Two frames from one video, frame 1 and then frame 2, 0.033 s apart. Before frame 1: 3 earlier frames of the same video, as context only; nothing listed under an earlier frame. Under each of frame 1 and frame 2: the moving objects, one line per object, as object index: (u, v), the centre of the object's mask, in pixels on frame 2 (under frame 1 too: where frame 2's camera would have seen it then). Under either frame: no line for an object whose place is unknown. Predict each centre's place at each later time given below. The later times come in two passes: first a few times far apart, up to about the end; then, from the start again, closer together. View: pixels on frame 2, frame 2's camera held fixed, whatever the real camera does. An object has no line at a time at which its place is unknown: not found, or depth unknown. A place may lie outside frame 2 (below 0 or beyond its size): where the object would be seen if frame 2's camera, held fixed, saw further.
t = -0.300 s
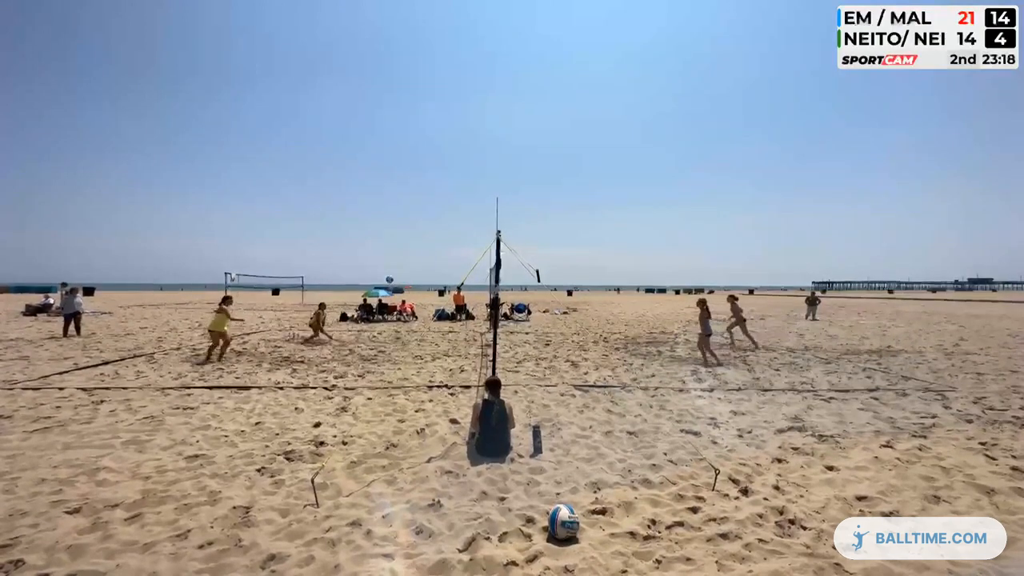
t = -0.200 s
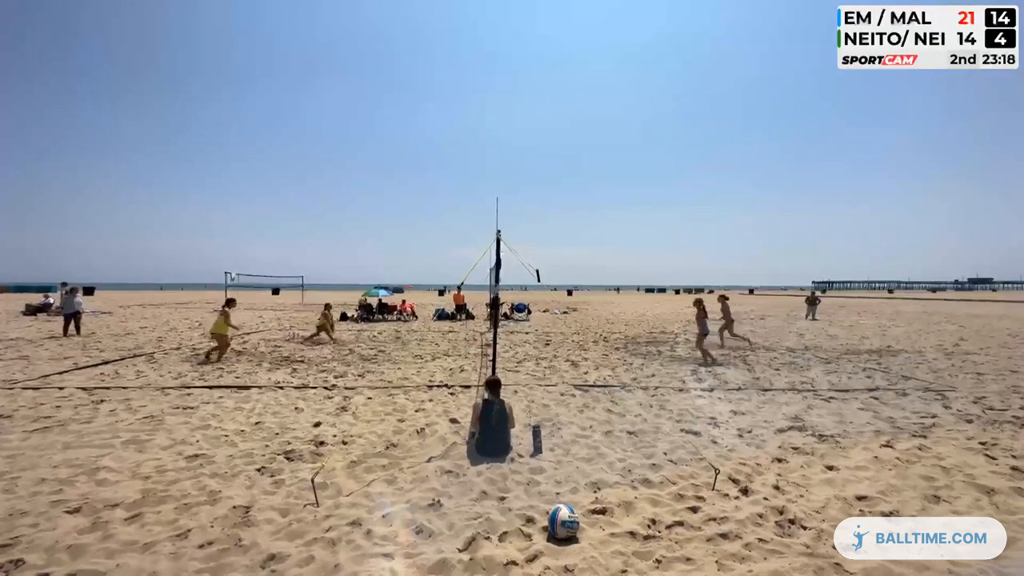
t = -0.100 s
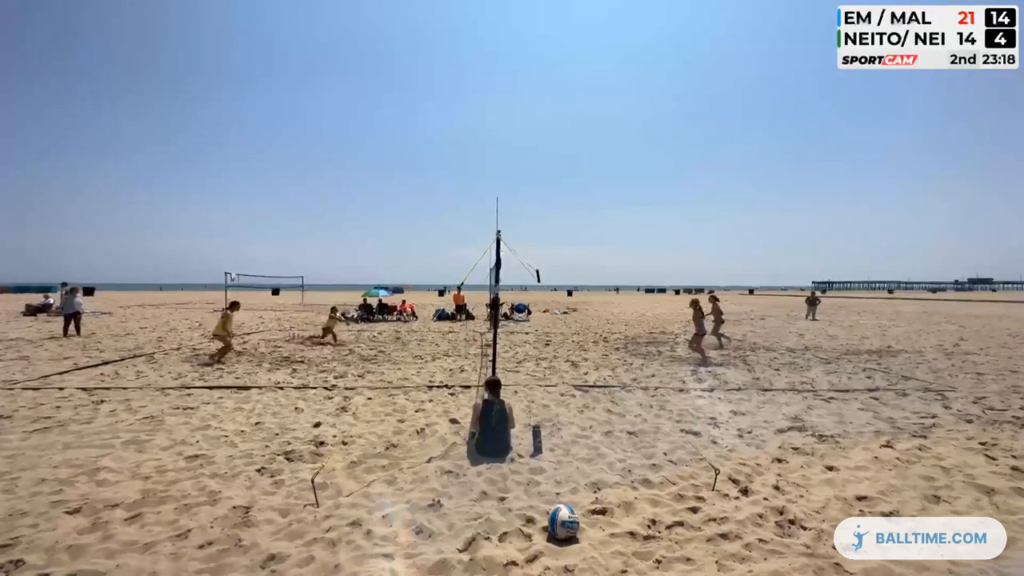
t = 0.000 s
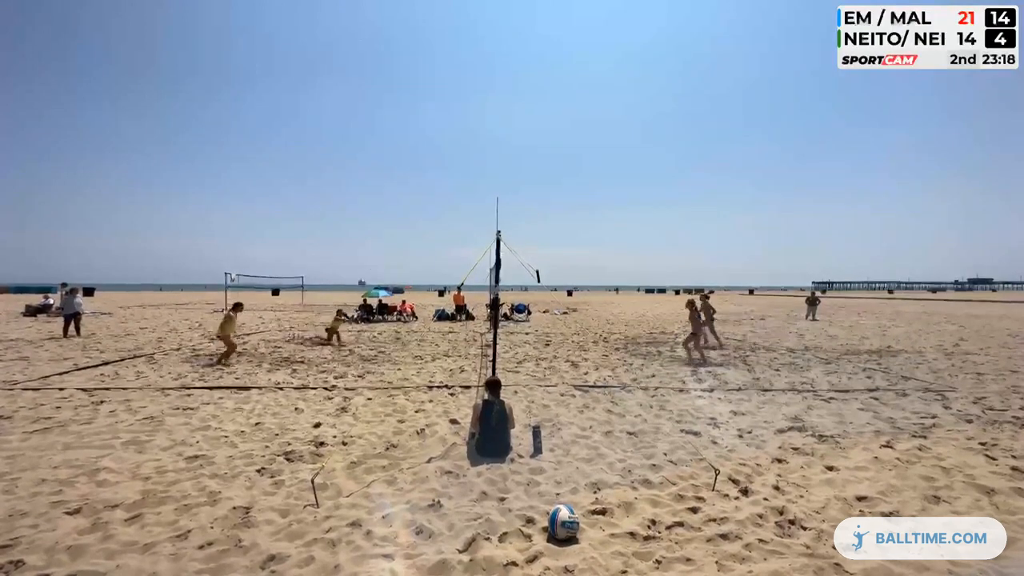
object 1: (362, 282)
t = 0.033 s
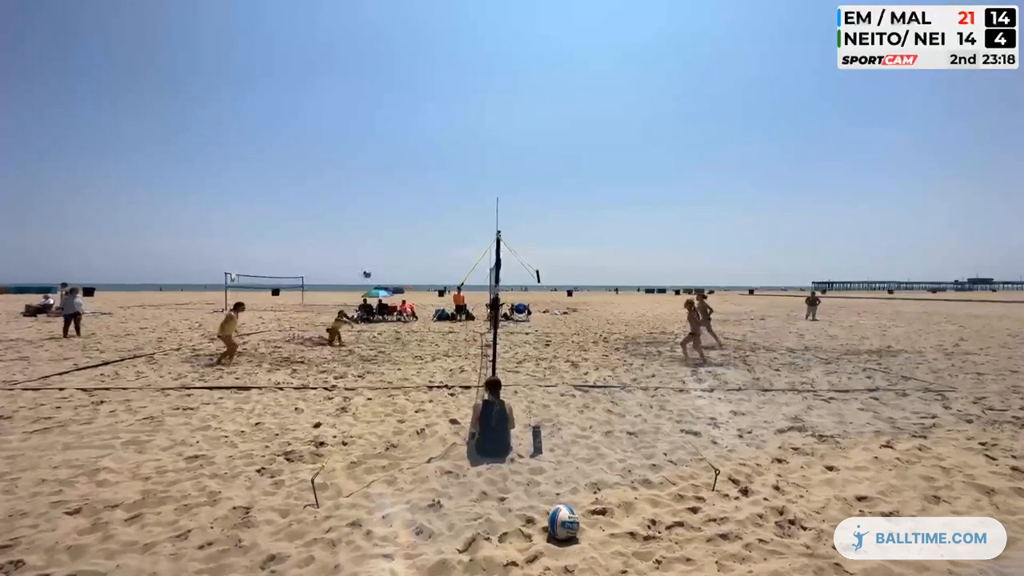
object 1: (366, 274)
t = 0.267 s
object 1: (405, 219)
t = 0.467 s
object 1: (440, 187)
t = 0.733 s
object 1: (492, 164)
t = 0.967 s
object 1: (541, 168)
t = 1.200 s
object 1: (595, 196)
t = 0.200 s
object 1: (394, 234)
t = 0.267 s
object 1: (405, 219)
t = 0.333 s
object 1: (416, 207)
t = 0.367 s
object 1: (422, 202)
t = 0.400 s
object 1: (428, 196)
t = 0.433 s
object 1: (434, 191)
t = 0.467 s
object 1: (440, 187)
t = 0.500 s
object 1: (446, 183)
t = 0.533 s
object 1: (453, 179)
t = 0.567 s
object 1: (459, 175)
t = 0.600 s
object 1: (465, 172)
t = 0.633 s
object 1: (472, 170)
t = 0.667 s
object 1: (478, 167)
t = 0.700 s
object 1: (485, 166)
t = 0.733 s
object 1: (492, 164)
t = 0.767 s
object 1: (498, 164)
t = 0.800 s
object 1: (505, 163)
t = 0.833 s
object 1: (512, 163)
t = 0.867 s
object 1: (519, 164)
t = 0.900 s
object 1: (526, 165)
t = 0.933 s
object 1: (533, 166)
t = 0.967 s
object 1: (541, 168)
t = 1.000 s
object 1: (549, 171)
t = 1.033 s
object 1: (556, 173)
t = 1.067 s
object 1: (564, 177)
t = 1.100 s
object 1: (571, 181)
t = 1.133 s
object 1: (579, 185)
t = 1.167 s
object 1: (587, 190)
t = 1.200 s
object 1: (595, 196)
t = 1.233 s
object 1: (603, 202)
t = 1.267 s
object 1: (612, 209)
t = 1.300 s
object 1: (620, 216)
